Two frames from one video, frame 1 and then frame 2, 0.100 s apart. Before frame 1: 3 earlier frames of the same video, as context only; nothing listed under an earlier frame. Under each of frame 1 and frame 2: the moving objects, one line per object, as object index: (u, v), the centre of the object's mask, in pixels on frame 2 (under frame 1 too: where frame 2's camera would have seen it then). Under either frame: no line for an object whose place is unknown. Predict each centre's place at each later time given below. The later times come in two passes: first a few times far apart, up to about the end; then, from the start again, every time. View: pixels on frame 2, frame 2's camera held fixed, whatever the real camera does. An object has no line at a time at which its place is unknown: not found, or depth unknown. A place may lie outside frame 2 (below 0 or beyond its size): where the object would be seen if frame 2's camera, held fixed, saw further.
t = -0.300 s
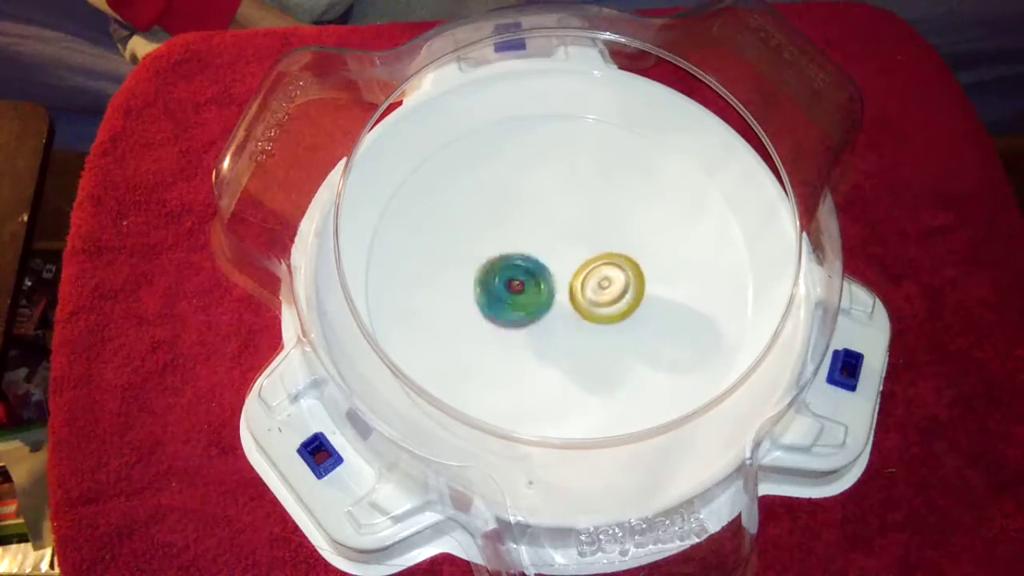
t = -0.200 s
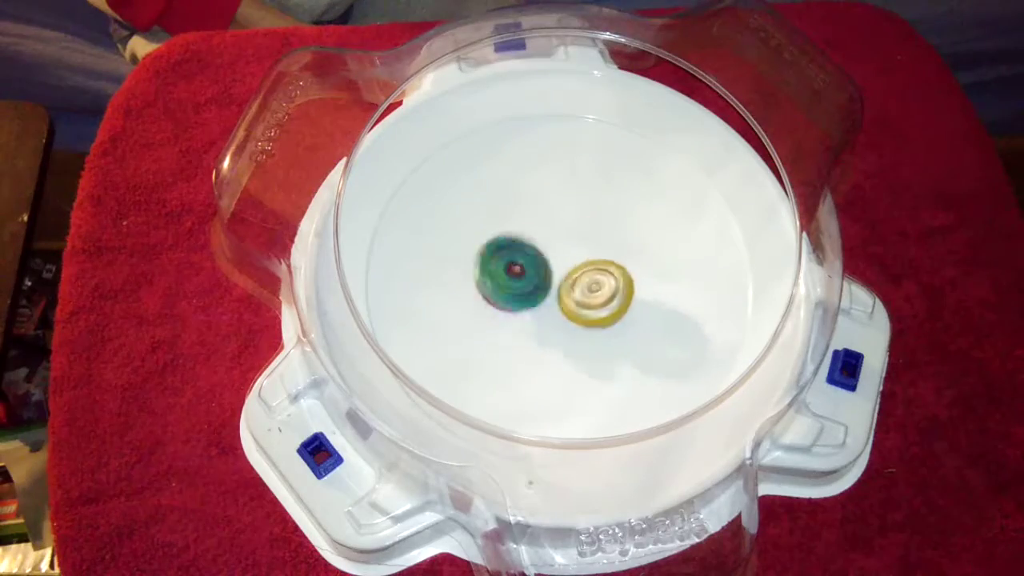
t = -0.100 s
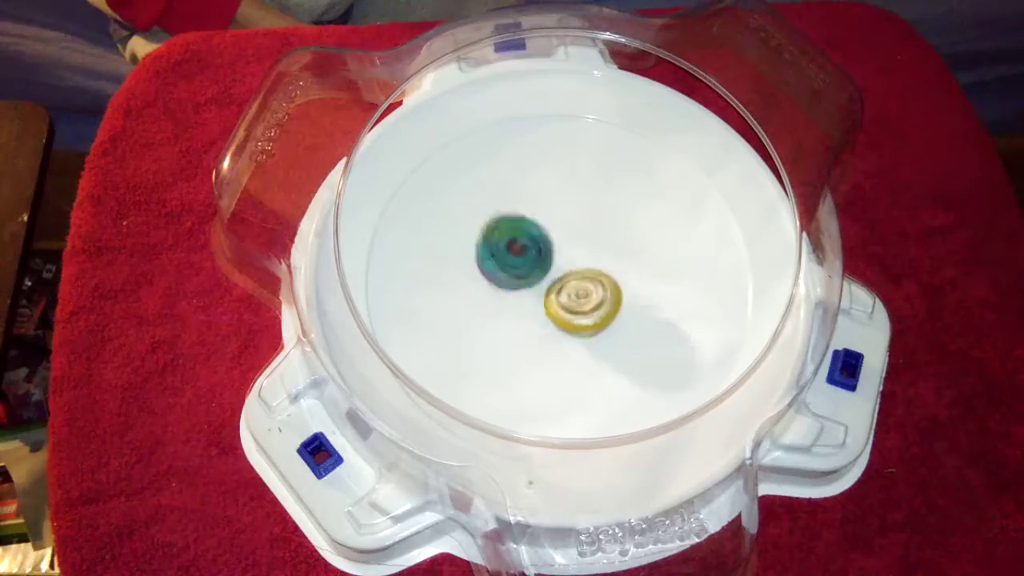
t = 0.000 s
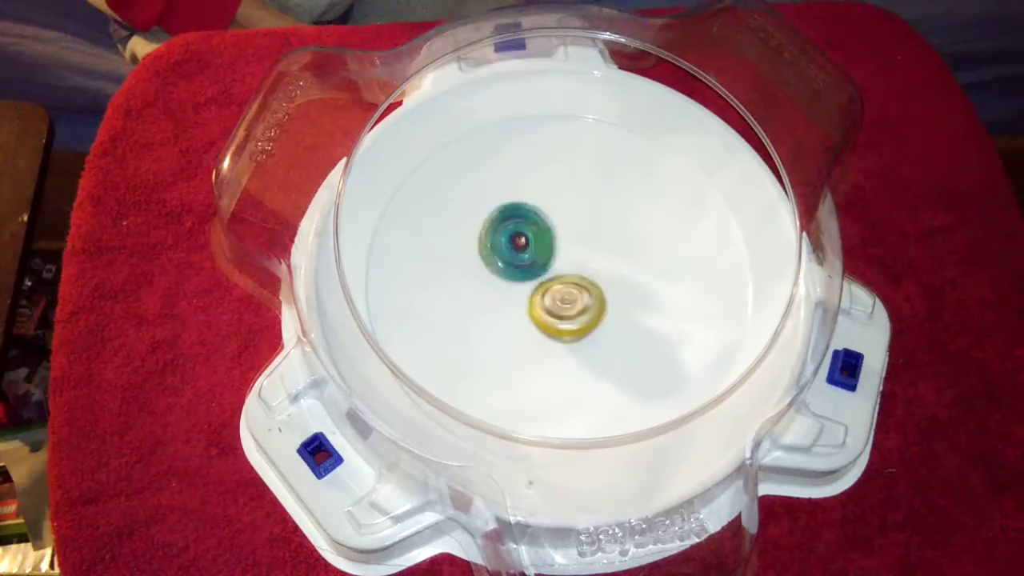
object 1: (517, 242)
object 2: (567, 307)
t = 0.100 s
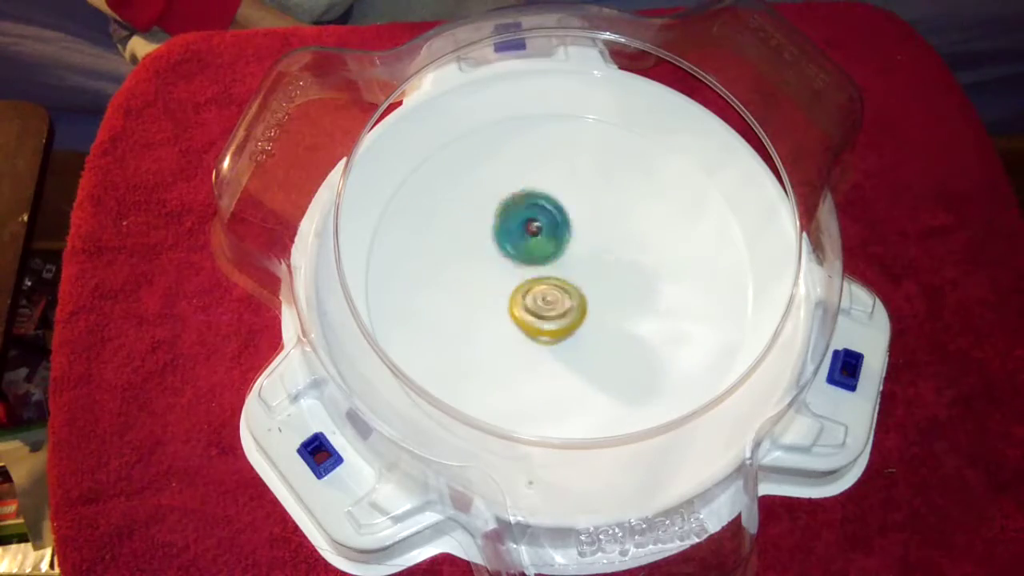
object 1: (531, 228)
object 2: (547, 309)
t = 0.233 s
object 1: (546, 228)
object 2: (531, 306)
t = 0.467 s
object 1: (593, 241)
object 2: (500, 292)
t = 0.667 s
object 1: (599, 251)
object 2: (515, 262)
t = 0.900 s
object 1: (601, 274)
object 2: (533, 227)
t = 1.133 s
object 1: (614, 288)
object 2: (565, 228)
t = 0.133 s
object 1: (537, 226)
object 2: (542, 311)
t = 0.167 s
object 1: (541, 225)
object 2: (538, 310)
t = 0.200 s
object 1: (544, 228)
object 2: (534, 308)
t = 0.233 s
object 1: (546, 228)
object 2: (531, 306)
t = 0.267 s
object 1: (550, 232)
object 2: (528, 302)
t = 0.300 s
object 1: (556, 234)
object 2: (522, 301)
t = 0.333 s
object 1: (565, 232)
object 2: (515, 303)
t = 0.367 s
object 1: (573, 234)
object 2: (508, 302)
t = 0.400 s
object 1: (582, 237)
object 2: (503, 299)
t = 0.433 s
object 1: (587, 239)
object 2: (500, 295)
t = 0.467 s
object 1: (593, 241)
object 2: (500, 292)
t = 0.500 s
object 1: (597, 244)
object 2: (500, 287)
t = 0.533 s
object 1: (600, 246)
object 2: (501, 283)
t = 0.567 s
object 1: (602, 249)
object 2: (503, 277)
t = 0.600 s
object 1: (602, 250)
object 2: (506, 273)
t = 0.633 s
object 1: (600, 251)
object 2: (511, 268)
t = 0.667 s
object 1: (599, 251)
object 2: (515, 262)
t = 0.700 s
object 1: (597, 253)
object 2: (521, 255)
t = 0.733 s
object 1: (600, 253)
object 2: (522, 248)
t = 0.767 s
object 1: (600, 257)
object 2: (524, 242)
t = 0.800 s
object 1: (600, 261)
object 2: (525, 236)
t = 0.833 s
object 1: (599, 265)
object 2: (528, 231)
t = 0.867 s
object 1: (600, 270)
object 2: (530, 228)
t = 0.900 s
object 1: (601, 274)
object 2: (533, 227)
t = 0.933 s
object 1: (603, 278)
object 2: (536, 225)
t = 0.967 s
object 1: (606, 281)
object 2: (540, 225)
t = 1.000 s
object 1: (609, 283)
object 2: (544, 226)
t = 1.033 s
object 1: (611, 284)
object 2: (550, 227)
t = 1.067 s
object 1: (612, 284)
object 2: (554, 228)
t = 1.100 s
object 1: (613, 287)
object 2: (560, 229)
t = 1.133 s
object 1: (614, 288)
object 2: (565, 228)
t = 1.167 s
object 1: (614, 289)
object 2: (570, 227)
